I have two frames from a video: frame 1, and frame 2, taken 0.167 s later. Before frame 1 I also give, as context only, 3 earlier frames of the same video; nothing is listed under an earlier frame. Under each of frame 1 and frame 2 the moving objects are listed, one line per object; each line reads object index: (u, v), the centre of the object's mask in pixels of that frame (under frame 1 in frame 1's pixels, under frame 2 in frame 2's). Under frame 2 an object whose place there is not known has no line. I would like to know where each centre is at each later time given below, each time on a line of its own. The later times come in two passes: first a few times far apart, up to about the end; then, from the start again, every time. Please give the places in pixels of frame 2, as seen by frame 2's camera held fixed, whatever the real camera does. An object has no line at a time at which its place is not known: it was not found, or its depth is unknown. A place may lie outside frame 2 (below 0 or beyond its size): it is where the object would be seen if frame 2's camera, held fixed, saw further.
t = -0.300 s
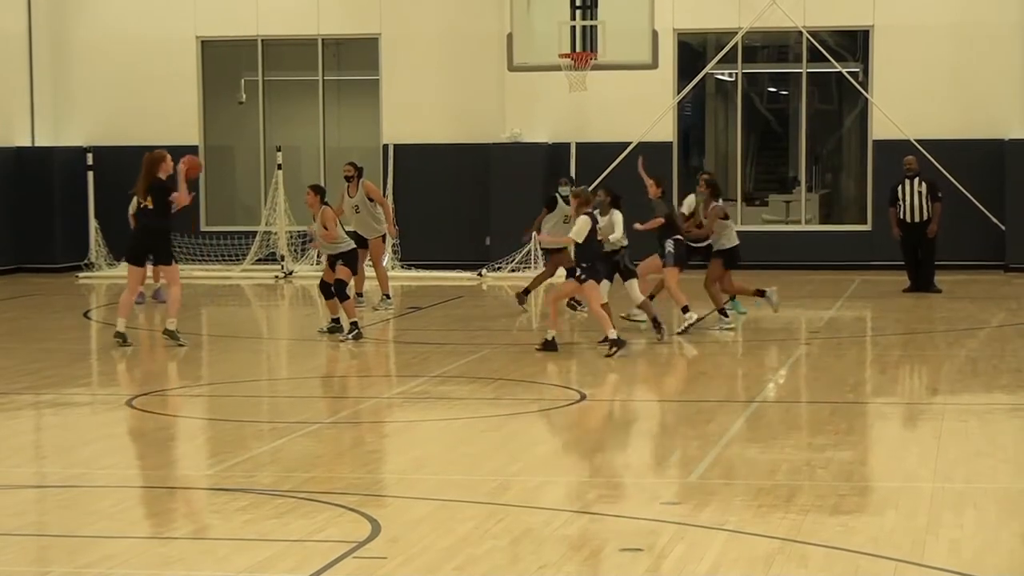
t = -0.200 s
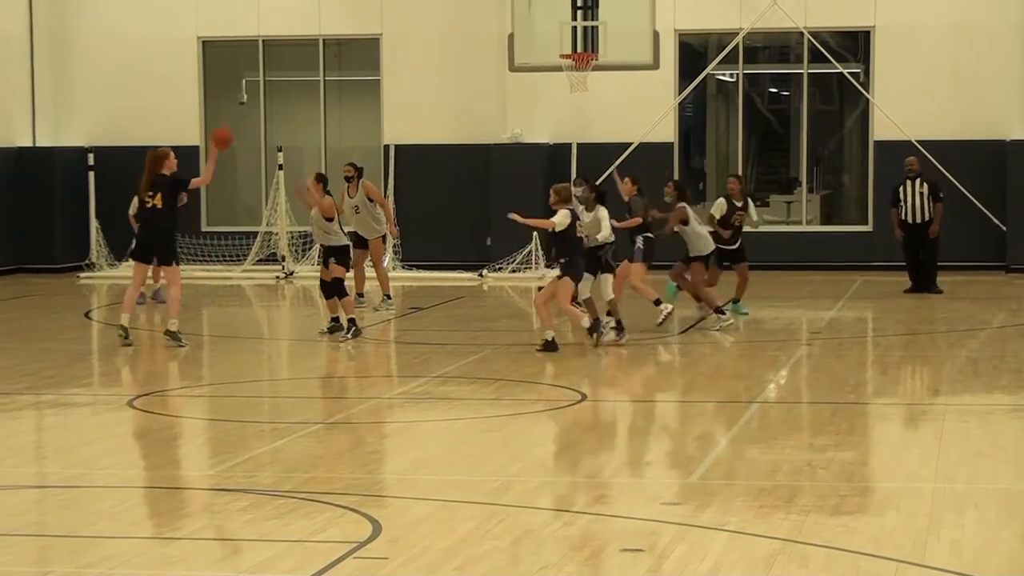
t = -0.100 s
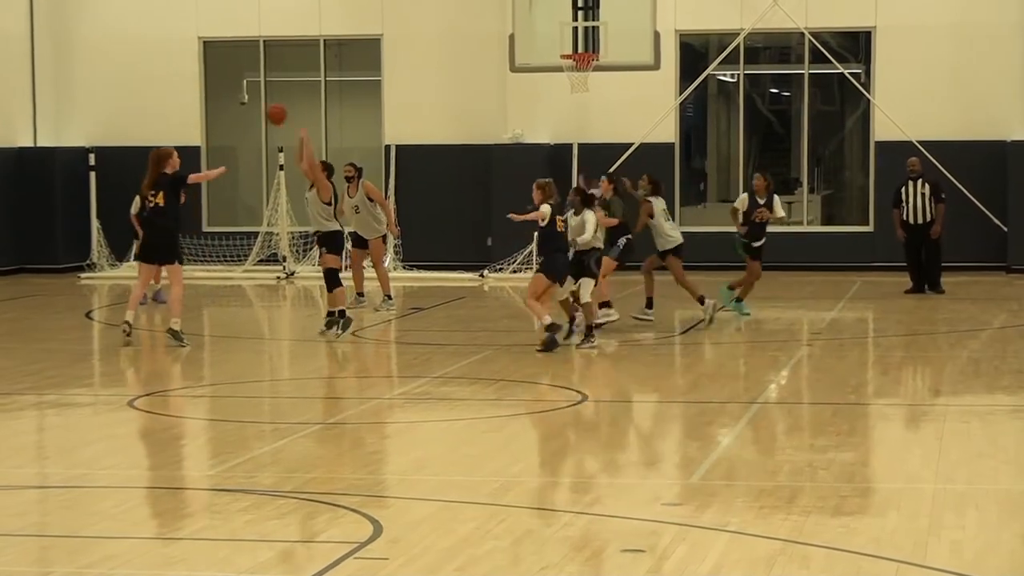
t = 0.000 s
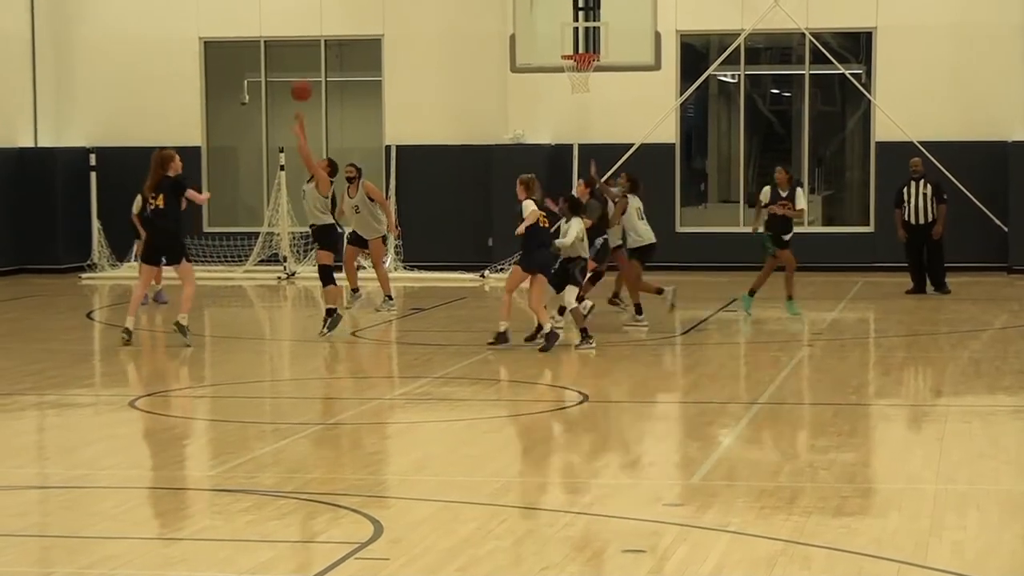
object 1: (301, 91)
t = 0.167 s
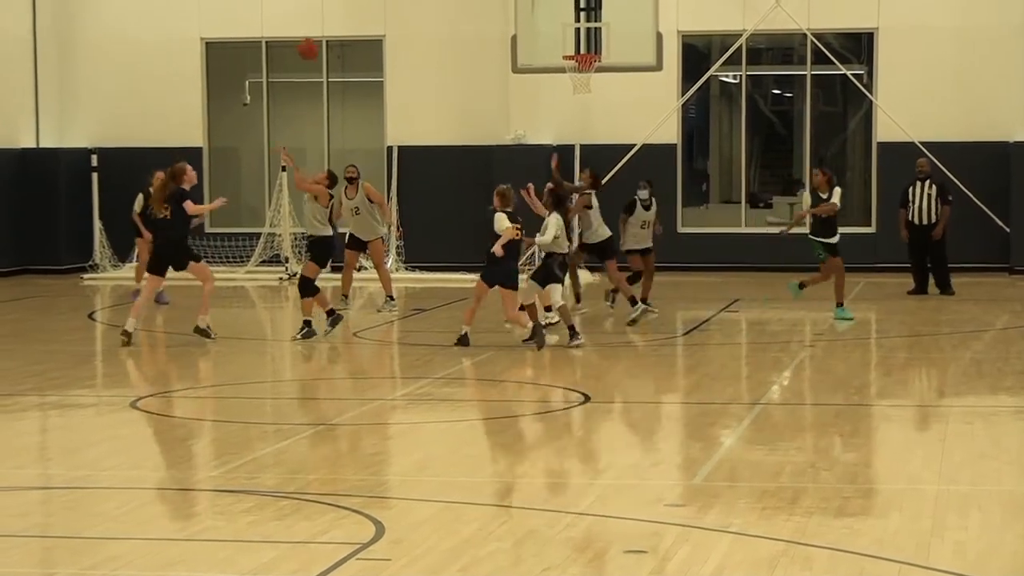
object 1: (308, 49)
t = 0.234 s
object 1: (310, 39)
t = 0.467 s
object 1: (320, 40)
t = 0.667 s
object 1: (329, 84)
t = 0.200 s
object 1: (309, 43)
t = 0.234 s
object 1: (310, 39)
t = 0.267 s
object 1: (312, 36)
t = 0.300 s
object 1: (313, 33)
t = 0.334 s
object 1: (314, 33)
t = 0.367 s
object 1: (315, 33)
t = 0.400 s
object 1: (317, 34)
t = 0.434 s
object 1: (318, 36)
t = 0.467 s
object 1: (320, 40)
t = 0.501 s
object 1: (321, 44)
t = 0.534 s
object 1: (323, 50)
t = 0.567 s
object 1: (324, 56)
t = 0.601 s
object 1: (326, 64)
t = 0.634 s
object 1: (327, 74)
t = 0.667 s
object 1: (329, 84)
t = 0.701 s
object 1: (331, 96)
